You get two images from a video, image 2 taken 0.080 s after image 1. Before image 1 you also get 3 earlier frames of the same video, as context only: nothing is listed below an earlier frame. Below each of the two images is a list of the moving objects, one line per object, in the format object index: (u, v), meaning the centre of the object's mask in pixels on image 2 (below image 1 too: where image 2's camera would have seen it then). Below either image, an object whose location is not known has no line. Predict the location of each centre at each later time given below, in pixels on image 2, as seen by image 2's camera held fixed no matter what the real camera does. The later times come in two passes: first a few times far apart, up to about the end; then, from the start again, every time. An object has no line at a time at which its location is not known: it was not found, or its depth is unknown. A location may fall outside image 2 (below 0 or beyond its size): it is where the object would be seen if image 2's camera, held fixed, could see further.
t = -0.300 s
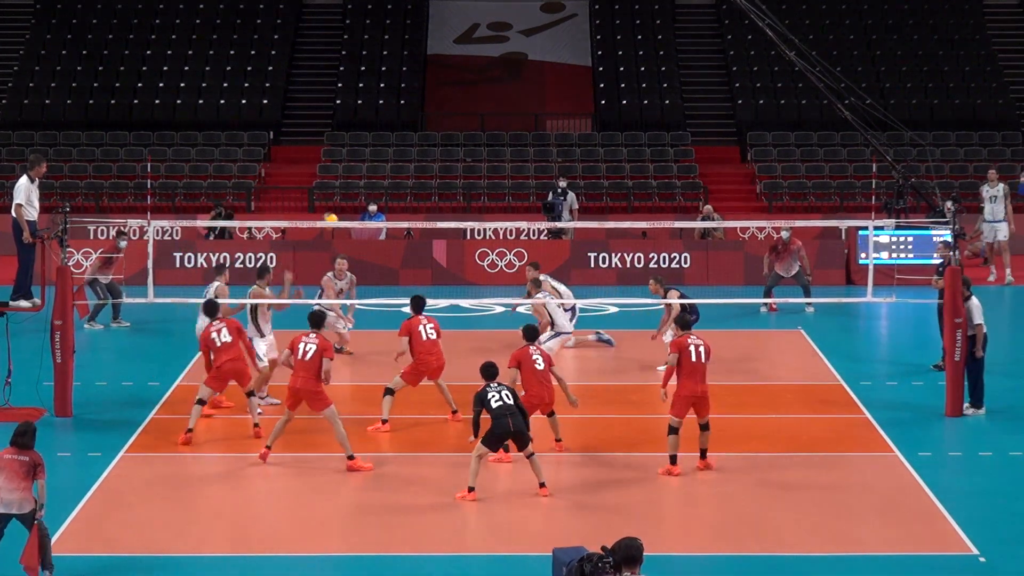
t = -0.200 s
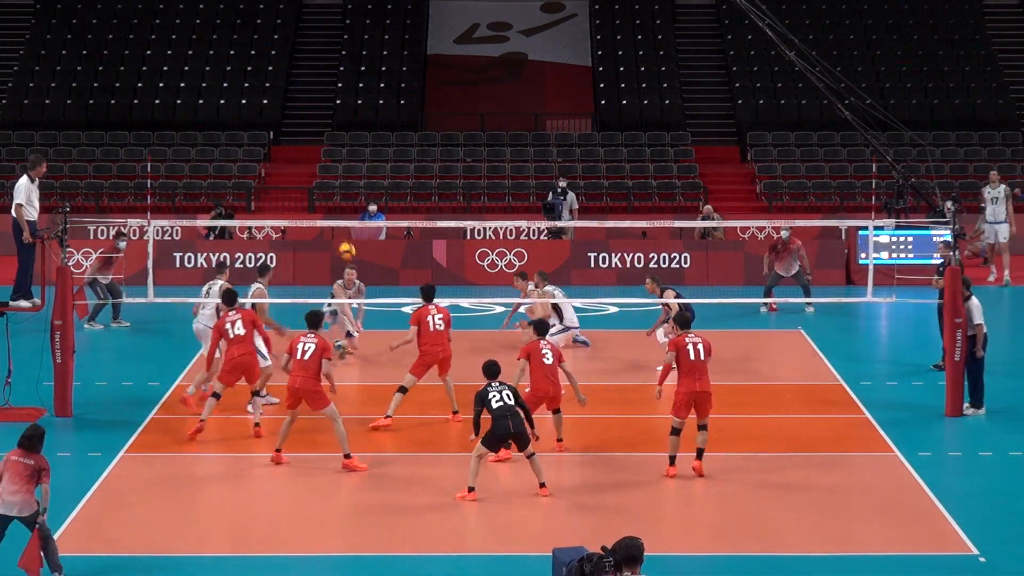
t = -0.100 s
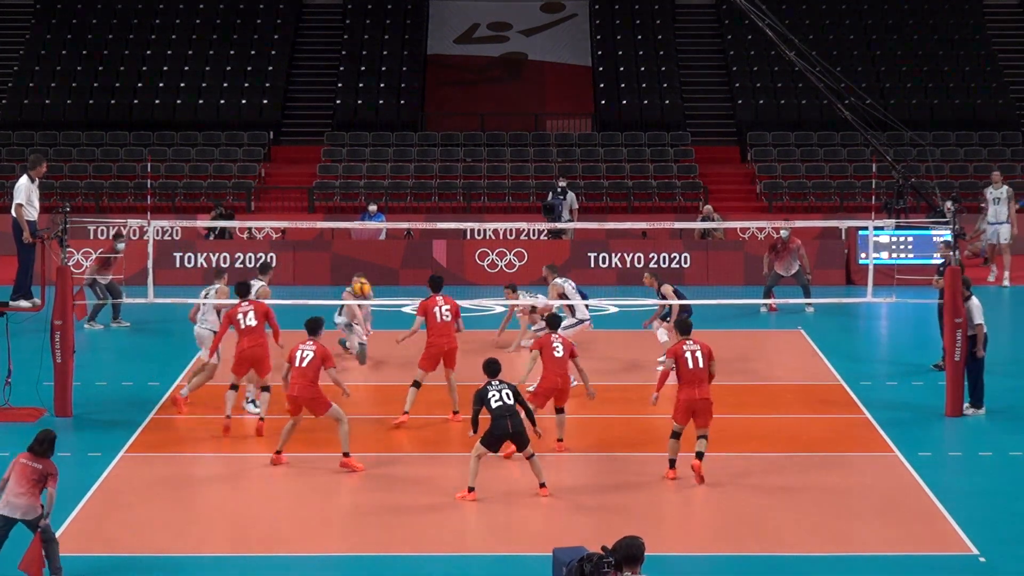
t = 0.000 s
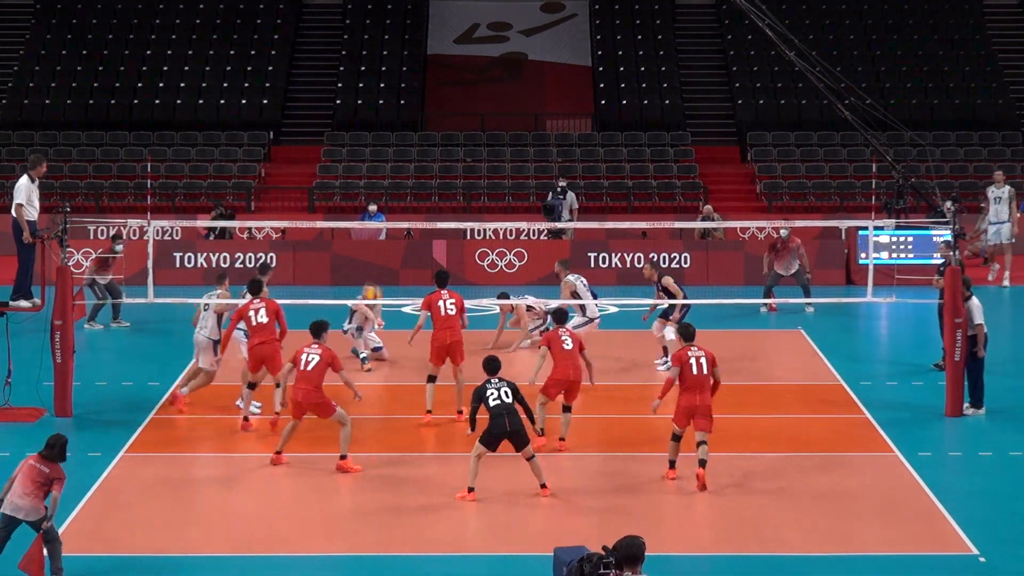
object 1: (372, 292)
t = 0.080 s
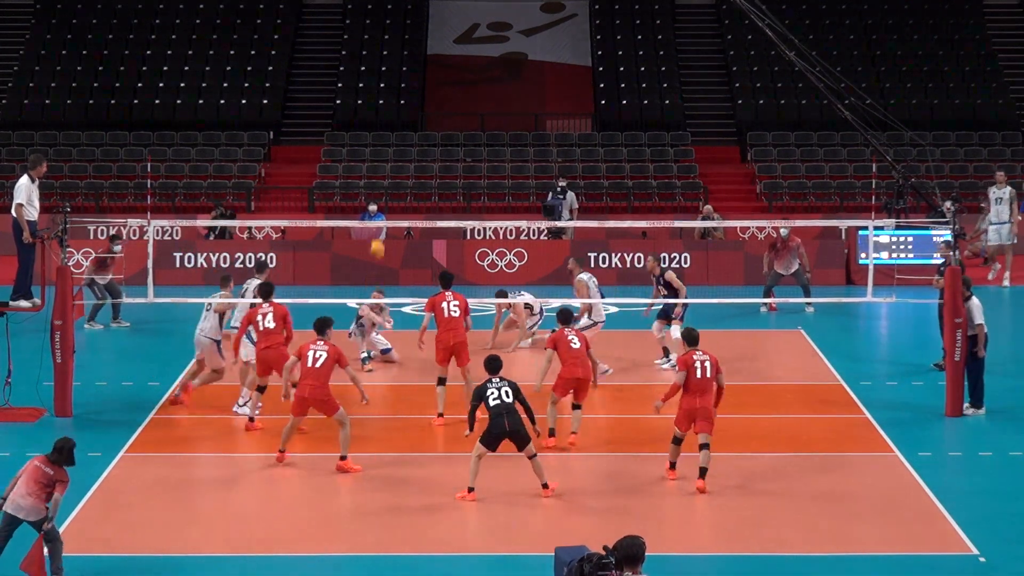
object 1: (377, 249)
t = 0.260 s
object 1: (384, 160)
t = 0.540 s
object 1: (394, 66)
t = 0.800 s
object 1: (404, 27)
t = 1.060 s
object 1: (414, 37)
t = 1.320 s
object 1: (424, 95)
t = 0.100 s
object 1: (378, 238)
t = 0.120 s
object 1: (378, 231)
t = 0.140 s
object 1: (380, 215)
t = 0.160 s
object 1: (381, 205)
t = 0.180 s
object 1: (381, 197)
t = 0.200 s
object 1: (382, 187)
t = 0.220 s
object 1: (383, 178)
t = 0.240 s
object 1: (384, 169)
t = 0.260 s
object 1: (384, 160)
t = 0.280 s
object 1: (385, 152)
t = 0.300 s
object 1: (386, 143)
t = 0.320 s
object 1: (387, 135)
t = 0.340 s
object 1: (387, 128)
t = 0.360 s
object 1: (388, 120)
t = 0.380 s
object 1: (388, 113)
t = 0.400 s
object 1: (389, 106)
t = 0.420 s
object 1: (390, 100)
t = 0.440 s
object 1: (391, 93)
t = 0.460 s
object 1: (391, 87)
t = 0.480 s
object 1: (392, 81)
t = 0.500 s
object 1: (393, 76)
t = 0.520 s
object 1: (394, 71)
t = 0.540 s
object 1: (394, 66)
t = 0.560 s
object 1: (395, 61)
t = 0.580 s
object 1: (396, 57)
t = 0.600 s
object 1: (396, 53)
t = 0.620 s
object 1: (397, 49)
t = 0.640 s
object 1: (398, 45)
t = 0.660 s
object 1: (399, 42)
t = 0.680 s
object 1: (399, 39)
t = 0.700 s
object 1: (400, 37)
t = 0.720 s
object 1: (401, 34)
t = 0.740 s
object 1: (402, 32)
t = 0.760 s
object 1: (402, 30)
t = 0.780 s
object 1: (403, 29)
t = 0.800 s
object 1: (404, 27)
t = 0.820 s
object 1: (404, 26)
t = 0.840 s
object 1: (405, 26)
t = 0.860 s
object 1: (406, 25)
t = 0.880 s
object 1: (407, 25)
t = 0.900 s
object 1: (407, 25)
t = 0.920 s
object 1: (408, 26)
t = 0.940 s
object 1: (409, 26)
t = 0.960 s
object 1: (410, 28)
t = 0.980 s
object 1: (411, 29)
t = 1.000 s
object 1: (411, 30)
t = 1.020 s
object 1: (412, 32)
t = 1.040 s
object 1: (413, 35)
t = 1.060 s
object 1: (414, 37)
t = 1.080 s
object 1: (414, 40)
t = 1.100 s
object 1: (415, 43)
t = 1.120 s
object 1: (416, 46)
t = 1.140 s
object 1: (417, 50)
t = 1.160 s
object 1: (417, 54)
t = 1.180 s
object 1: (418, 58)
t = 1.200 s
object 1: (419, 63)
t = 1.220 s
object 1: (420, 68)
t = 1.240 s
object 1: (421, 73)
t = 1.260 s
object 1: (421, 78)
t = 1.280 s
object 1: (422, 84)
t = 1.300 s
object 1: (423, 90)
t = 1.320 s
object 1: (424, 95)
